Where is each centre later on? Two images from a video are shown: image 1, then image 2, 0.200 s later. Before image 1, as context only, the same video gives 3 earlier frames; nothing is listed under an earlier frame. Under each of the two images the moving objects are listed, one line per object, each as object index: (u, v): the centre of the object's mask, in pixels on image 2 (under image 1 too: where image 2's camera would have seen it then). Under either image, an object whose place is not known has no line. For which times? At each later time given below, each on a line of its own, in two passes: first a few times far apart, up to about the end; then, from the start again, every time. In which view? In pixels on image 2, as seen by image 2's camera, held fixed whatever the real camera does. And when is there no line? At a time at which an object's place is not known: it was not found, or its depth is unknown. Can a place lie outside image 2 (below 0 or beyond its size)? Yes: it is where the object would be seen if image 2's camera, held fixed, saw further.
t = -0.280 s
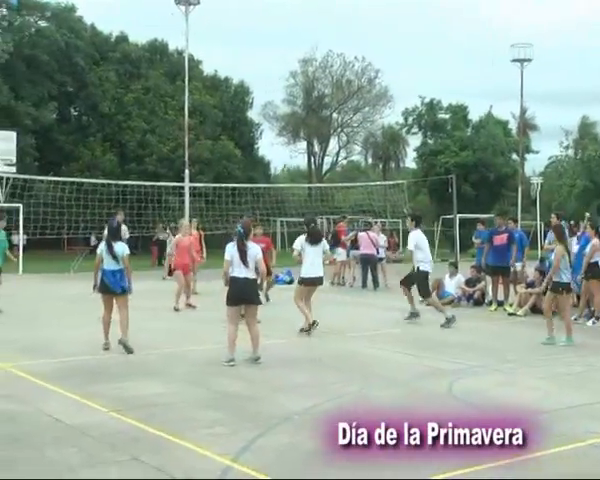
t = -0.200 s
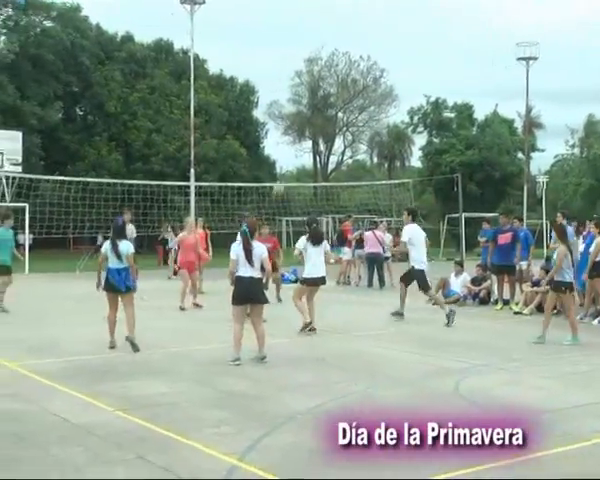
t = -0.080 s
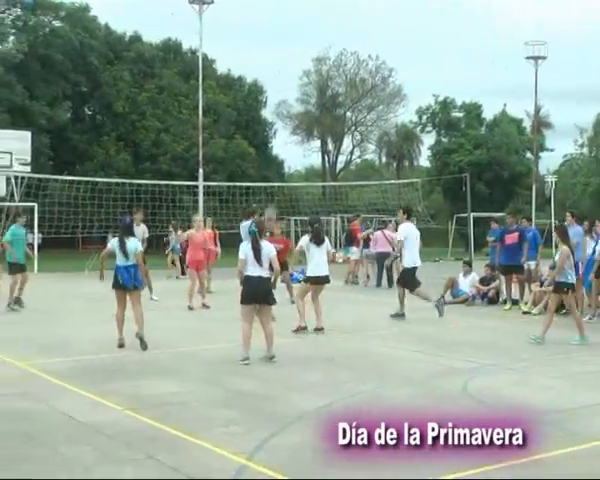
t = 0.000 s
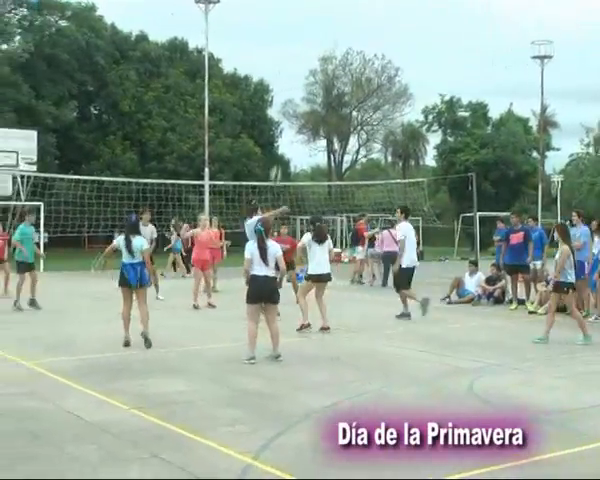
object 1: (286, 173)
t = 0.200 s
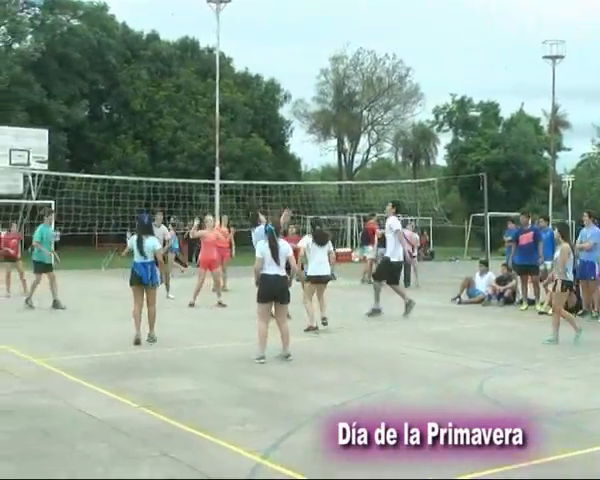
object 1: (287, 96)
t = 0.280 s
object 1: (285, 72)
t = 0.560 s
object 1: (286, 19)
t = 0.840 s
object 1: (288, 14)
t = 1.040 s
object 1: (289, 39)
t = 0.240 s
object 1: (285, 83)
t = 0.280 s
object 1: (285, 72)
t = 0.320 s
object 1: (285, 62)
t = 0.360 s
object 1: (285, 52)
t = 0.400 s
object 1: (285, 44)
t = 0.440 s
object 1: (285, 36)
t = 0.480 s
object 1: (286, 29)
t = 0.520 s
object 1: (286, 24)
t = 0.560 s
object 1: (286, 19)
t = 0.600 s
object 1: (287, 15)
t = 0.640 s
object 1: (287, 13)
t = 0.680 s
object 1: (287, 12)
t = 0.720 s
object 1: (287, 10)
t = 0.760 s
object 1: (287, 10)
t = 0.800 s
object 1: (287, 12)
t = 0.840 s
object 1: (288, 14)
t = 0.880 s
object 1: (288, 17)
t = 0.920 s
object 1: (289, 21)
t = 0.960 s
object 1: (289, 26)
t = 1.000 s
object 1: (289, 32)
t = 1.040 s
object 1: (289, 39)
